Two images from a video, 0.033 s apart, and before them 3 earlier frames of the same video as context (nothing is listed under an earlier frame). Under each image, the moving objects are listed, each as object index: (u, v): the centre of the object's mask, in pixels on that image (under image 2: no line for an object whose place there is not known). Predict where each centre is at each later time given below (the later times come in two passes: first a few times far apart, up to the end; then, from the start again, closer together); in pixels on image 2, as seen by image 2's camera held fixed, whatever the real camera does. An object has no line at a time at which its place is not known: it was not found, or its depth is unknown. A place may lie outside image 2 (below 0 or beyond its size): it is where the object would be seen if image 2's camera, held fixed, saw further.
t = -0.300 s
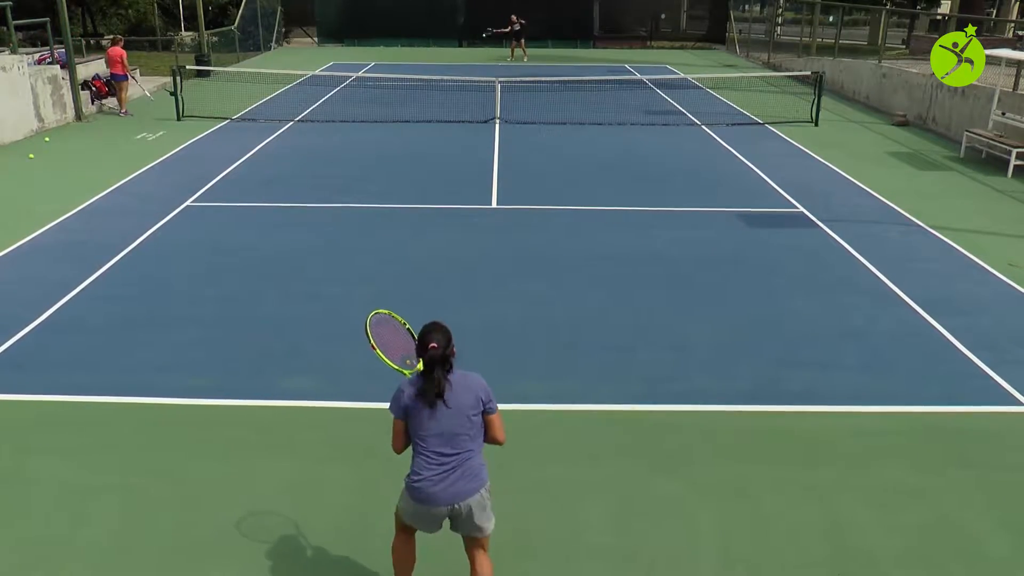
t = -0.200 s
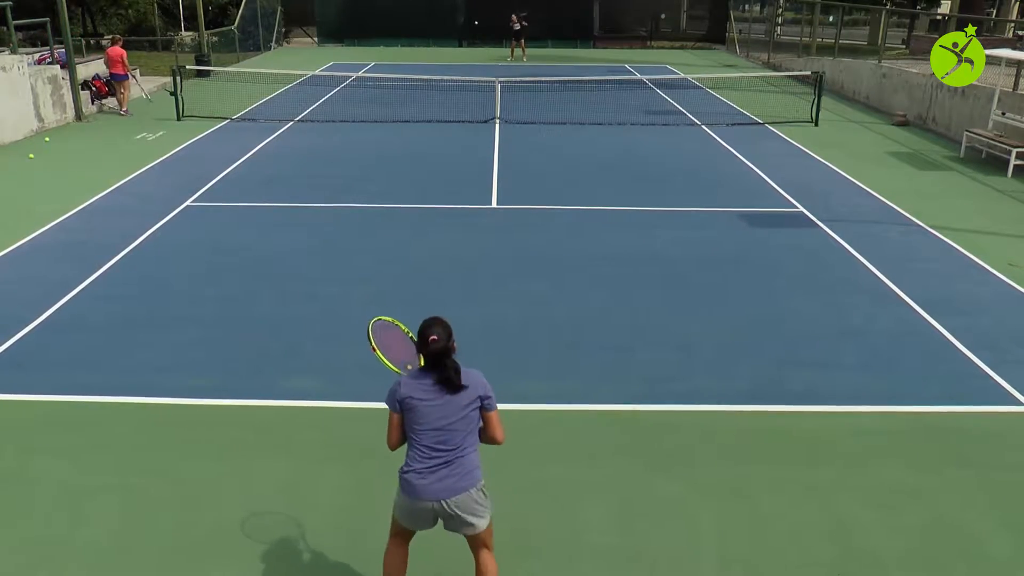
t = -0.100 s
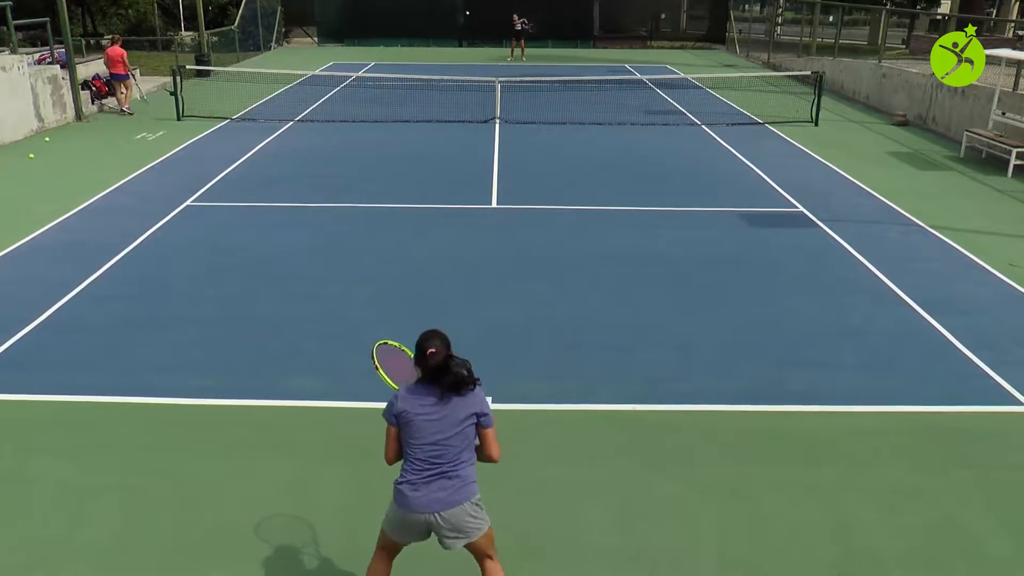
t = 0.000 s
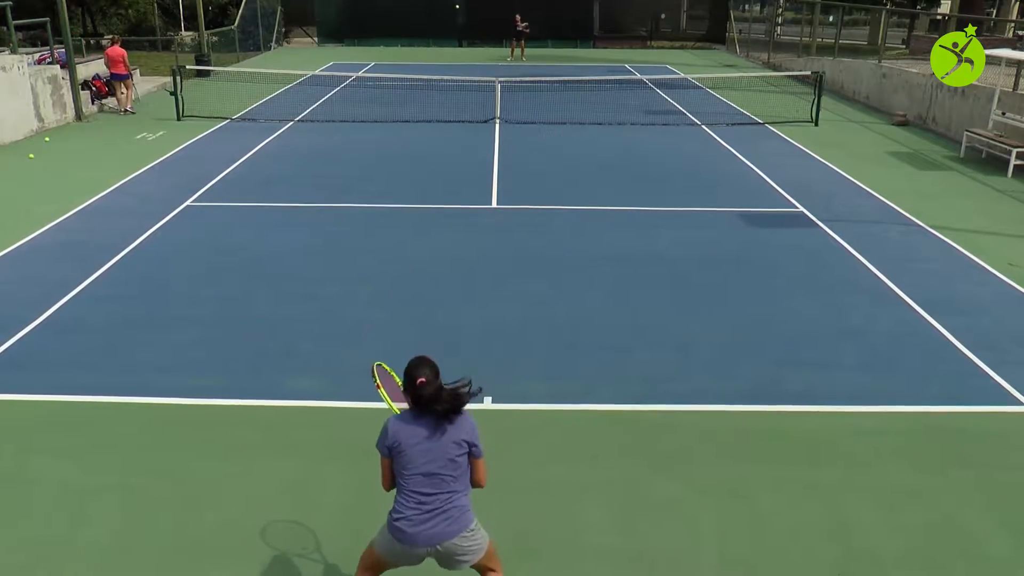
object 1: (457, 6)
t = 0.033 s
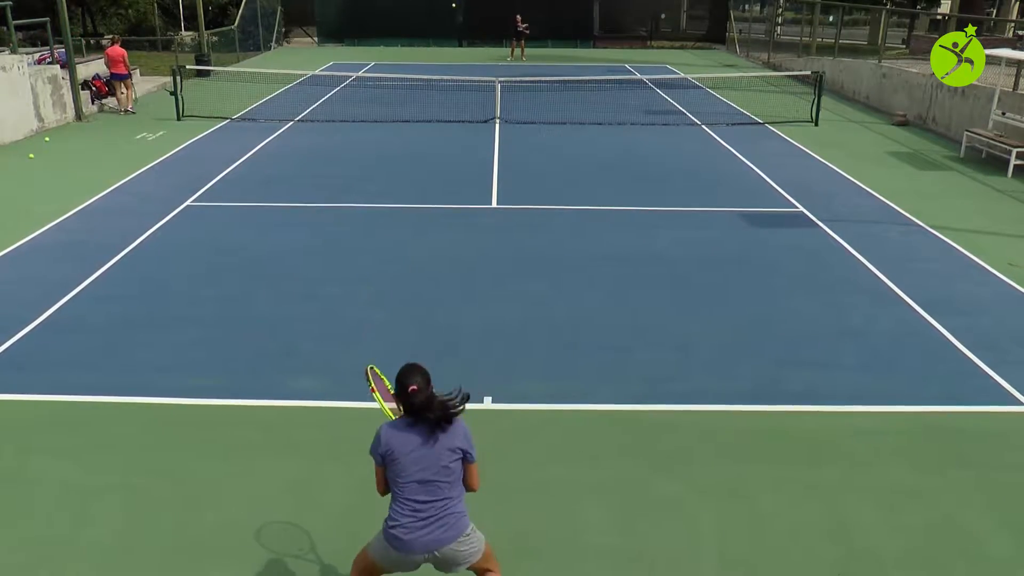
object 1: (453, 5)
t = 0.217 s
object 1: (429, 8)
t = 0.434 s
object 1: (391, 41)
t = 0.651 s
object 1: (335, 135)
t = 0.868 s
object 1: (255, 264)
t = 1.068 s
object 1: (170, 251)
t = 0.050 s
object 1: (451, 5)
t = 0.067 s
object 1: (449, 4)
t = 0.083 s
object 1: (447, 4)
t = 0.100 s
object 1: (445, 4)
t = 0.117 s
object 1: (443, 4)
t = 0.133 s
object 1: (441, 4)
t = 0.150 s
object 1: (439, 5)
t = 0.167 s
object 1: (436, 5)
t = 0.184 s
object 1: (434, 6)
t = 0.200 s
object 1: (432, 7)
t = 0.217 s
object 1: (429, 8)
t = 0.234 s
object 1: (427, 9)
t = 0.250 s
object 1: (424, 10)
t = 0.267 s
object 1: (422, 12)
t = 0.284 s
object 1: (419, 14)
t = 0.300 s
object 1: (416, 16)
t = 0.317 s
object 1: (413, 18)
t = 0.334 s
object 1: (411, 20)
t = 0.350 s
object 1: (408, 23)
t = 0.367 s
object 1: (405, 26)
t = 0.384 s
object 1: (401, 30)
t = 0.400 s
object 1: (398, 33)
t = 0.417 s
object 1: (395, 37)
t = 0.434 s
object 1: (391, 41)
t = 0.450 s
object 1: (388, 45)
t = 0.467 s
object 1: (385, 50)
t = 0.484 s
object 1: (381, 56)
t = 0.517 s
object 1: (372, 67)
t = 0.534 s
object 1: (369, 74)
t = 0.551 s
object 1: (364, 81)
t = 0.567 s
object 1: (360, 89)
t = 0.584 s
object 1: (355, 97)
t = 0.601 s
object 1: (350, 106)
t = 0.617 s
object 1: (345, 115)
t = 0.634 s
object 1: (340, 124)
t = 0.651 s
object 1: (335, 135)
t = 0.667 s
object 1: (330, 146)
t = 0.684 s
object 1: (324, 158)
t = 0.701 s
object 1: (318, 171)
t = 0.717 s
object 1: (312, 184)
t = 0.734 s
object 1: (305, 199)
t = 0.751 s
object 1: (299, 213)
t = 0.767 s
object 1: (292, 230)
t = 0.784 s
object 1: (285, 247)
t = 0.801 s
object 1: (277, 266)
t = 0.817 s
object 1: (271, 274)
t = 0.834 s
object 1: (266, 270)
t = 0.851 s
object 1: (261, 267)
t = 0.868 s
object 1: (255, 264)
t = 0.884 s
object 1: (250, 261)
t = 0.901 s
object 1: (244, 259)
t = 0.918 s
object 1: (238, 257)
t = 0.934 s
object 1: (231, 255)
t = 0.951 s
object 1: (224, 253)
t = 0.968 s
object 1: (217, 252)
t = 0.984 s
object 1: (210, 251)
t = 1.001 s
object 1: (203, 250)
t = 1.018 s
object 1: (196, 250)
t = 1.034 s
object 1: (188, 250)
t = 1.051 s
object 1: (179, 250)
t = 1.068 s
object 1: (170, 251)
